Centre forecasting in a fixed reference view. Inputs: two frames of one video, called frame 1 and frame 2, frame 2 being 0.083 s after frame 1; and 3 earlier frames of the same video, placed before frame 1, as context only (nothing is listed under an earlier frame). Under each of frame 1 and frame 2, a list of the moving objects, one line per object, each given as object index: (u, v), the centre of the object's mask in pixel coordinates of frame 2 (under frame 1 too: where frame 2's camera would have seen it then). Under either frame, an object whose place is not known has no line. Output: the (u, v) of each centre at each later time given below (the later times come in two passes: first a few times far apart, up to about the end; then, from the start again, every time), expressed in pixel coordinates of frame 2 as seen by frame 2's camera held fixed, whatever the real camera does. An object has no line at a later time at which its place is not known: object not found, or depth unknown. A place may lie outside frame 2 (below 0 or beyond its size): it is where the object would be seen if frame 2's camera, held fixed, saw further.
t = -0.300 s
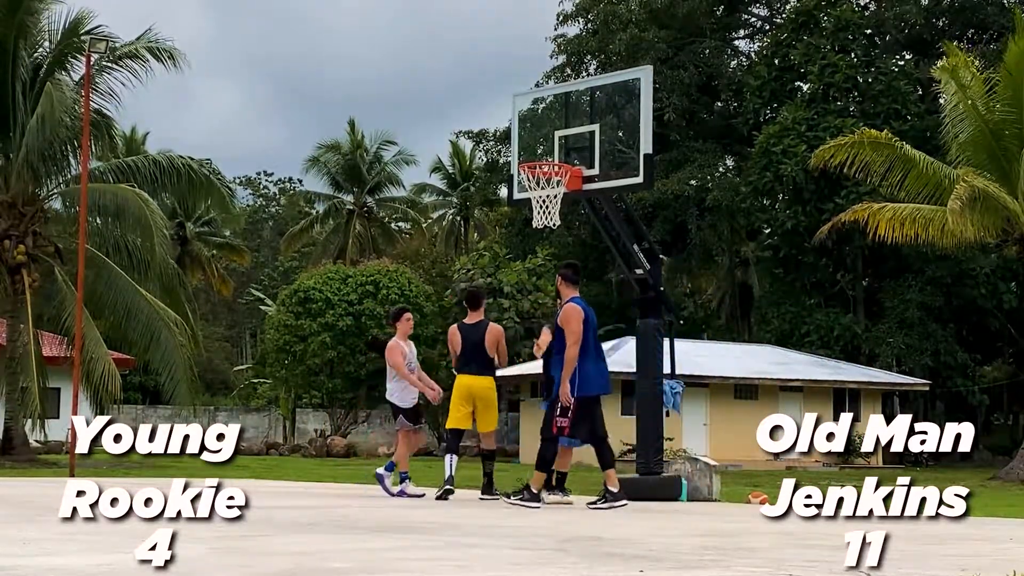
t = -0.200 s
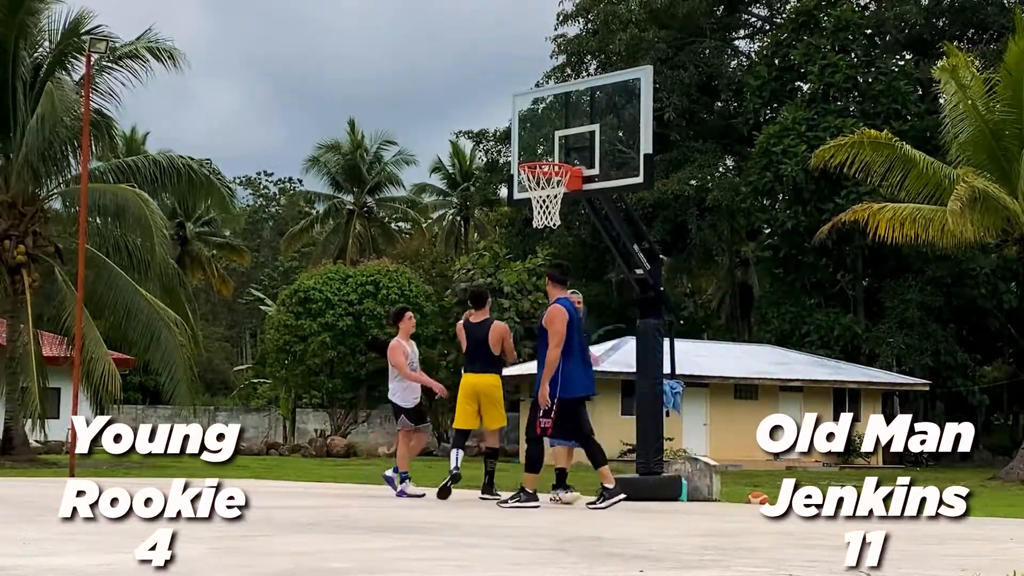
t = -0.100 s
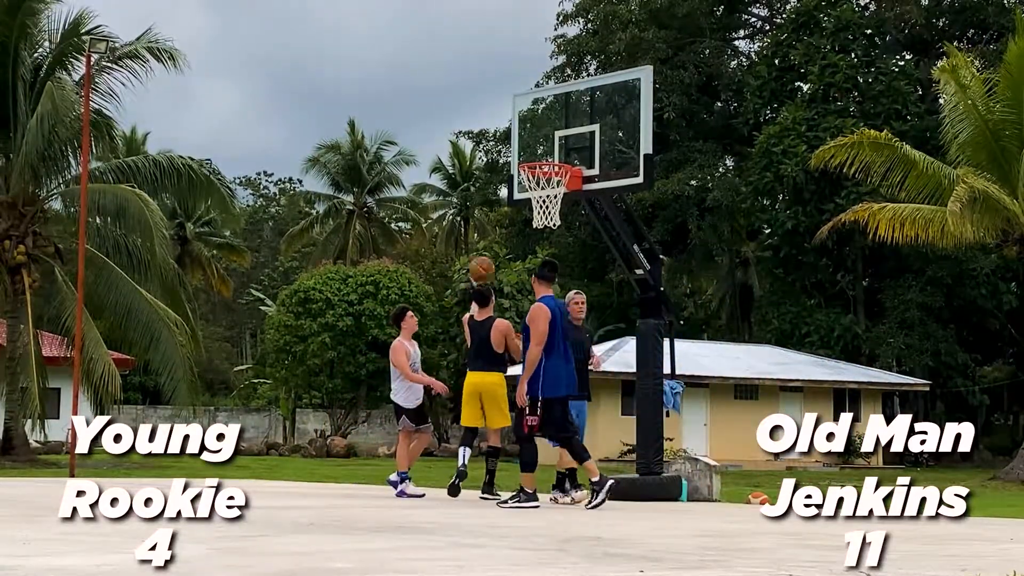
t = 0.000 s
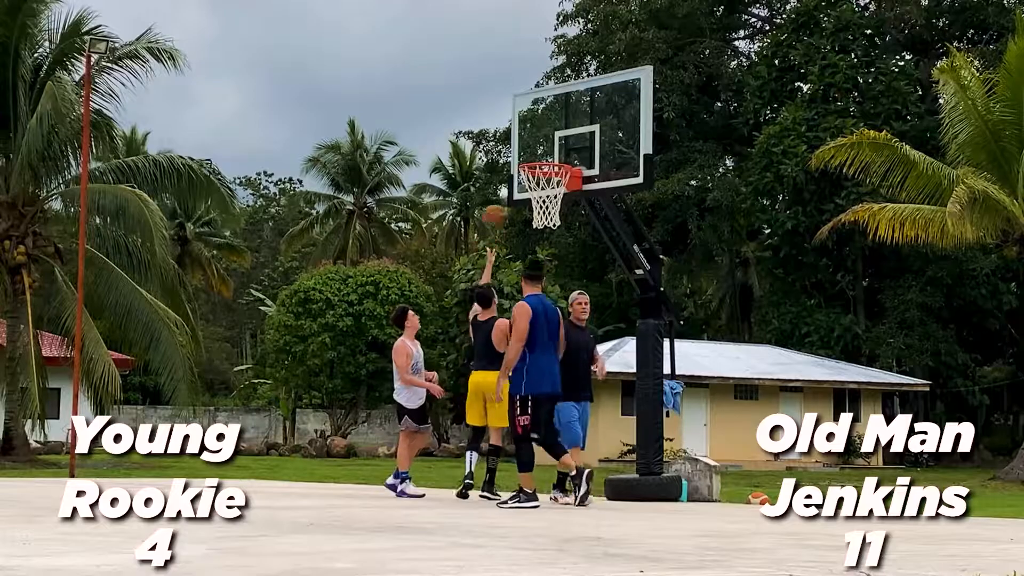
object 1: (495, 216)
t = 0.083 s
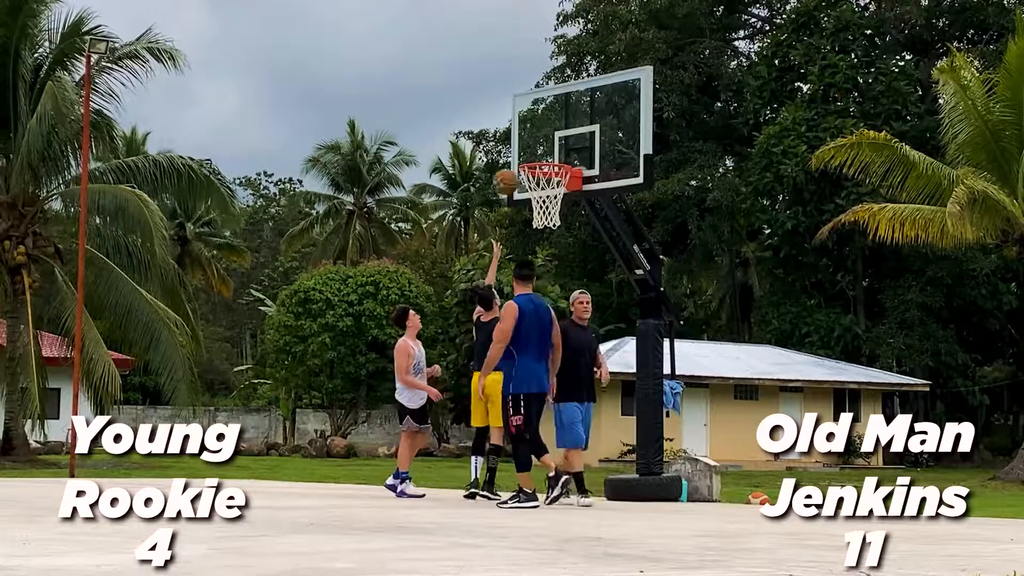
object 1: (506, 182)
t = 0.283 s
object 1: (531, 124)
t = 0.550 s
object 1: (528, 115)
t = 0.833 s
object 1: (513, 146)
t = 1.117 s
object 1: (489, 163)
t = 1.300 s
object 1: (474, 212)
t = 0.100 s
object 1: (507, 176)
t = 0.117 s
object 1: (510, 169)
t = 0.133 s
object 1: (512, 164)
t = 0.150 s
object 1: (514, 159)
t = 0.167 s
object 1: (516, 154)
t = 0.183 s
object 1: (519, 149)
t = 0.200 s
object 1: (521, 144)
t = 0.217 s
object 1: (523, 141)
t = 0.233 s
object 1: (524, 137)
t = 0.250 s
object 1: (526, 132)
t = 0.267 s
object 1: (528, 127)
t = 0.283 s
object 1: (531, 124)
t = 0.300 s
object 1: (532, 123)
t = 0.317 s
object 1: (535, 123)
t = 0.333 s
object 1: (534, 118)
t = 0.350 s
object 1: (533, 117)
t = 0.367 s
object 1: (533, 116)
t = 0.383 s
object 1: (533, 116)
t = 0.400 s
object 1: (532, 114)
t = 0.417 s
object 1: (531, 114)
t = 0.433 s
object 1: (531, 114)
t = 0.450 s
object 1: (530, 114)
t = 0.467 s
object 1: (530, 114)
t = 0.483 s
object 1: (530, 114)
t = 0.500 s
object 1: (530, 114)
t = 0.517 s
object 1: (528, 114)
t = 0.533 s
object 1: (528, 114)
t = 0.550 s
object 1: (528, 115)
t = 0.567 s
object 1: (527, 116)
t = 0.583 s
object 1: (526, 120)
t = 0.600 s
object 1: (525, 122)
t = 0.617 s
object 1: (525, 124)
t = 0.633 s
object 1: (523, 126)
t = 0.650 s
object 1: (523, 131)
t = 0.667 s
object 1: (523, 135)
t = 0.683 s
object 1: (521, 139)
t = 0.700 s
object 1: (521, 142)
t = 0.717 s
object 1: (520, 146)
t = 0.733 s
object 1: (520, 151)
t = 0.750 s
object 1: (519, 154)
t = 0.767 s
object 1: (518, 153)
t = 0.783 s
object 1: (517, 152)
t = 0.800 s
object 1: (516, 150)
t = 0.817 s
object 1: (515, 148)
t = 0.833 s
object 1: (513, 146)
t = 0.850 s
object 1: (511, 145)
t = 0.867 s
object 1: (510, 144)
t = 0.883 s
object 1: (509, 142)
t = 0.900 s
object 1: (508, 142)
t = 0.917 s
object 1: (507, 142)
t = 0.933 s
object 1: (506, 142)
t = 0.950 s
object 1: (505, 142)
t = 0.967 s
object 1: (504, 142)
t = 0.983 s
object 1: (502, 143)
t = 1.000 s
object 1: (499, 144)
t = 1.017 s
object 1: (499, 146)
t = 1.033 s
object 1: (497, 146)
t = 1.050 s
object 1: (495, 149)
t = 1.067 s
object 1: (494, 152)
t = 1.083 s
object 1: (493, 155)
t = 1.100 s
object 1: (491, 157)
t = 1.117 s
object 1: (489, 163)
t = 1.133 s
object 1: (488, 166)
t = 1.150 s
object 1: (488, 168)
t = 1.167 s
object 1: (486, 172)
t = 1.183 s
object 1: (484, 175)
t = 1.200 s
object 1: (483, 180)
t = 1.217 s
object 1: (481, 184)
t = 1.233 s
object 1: (480, 190)
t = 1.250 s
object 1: (479, 194)
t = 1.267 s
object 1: (478, 198)
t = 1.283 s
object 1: (476, 208)
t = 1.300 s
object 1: (474, 212)
